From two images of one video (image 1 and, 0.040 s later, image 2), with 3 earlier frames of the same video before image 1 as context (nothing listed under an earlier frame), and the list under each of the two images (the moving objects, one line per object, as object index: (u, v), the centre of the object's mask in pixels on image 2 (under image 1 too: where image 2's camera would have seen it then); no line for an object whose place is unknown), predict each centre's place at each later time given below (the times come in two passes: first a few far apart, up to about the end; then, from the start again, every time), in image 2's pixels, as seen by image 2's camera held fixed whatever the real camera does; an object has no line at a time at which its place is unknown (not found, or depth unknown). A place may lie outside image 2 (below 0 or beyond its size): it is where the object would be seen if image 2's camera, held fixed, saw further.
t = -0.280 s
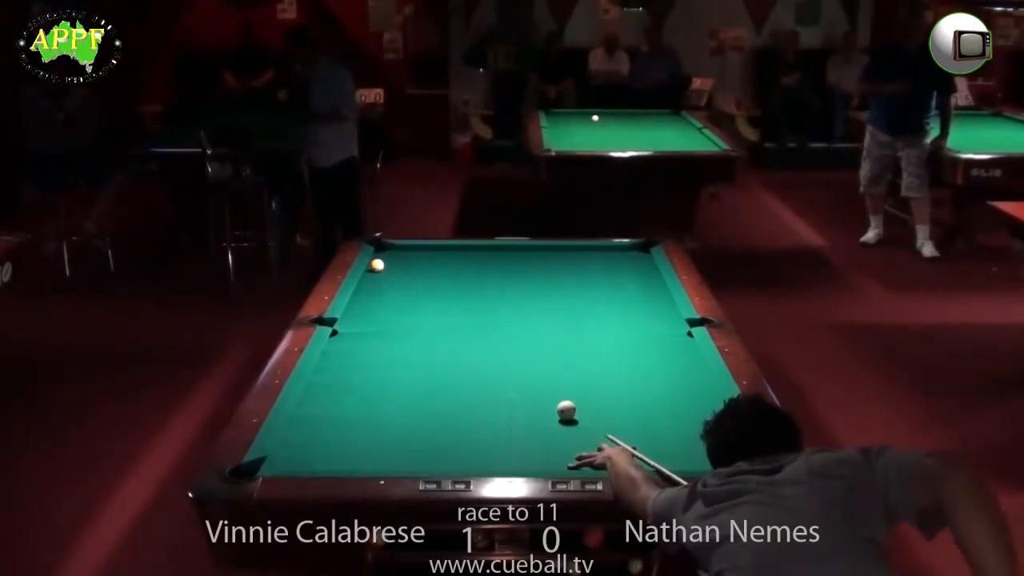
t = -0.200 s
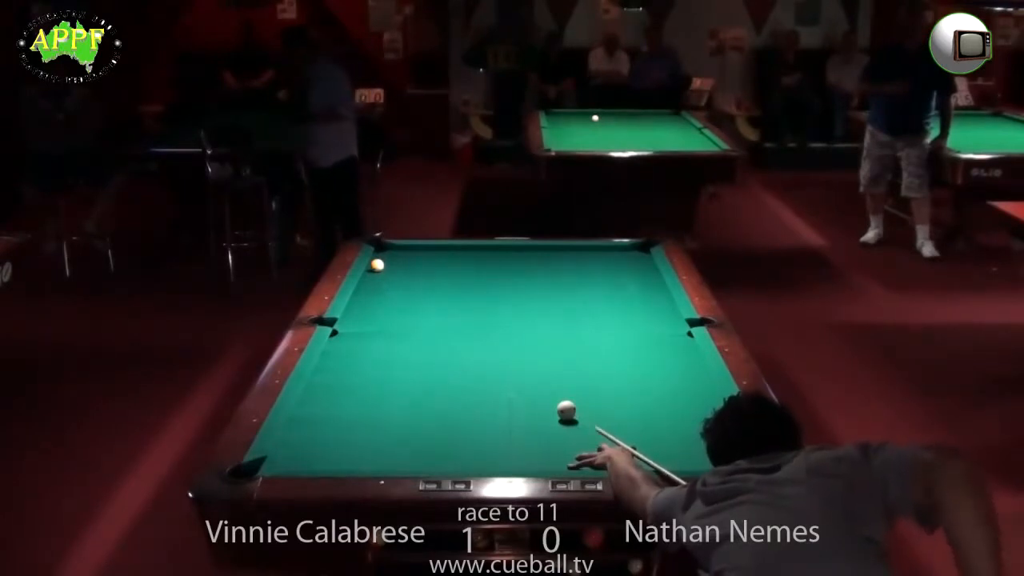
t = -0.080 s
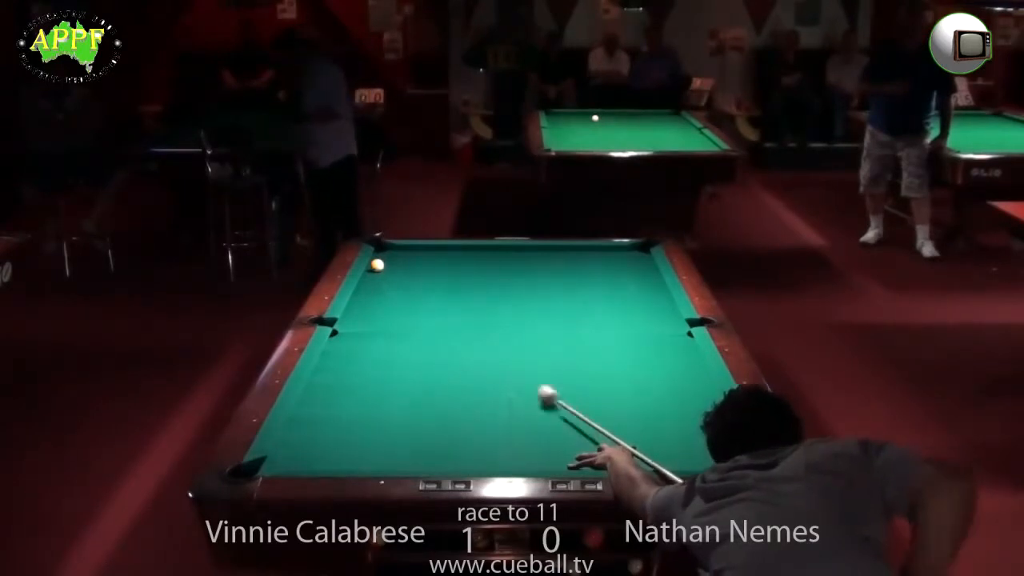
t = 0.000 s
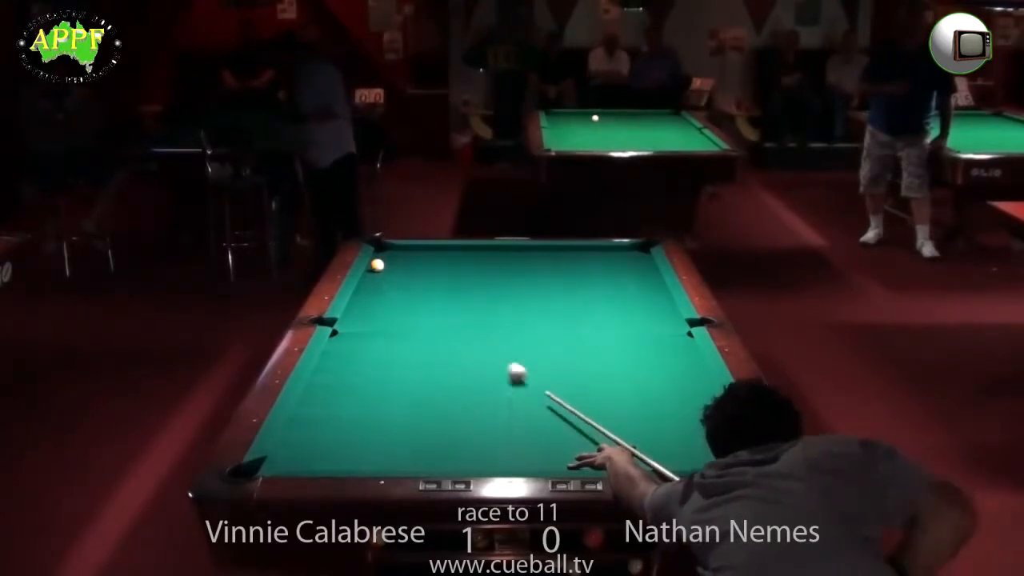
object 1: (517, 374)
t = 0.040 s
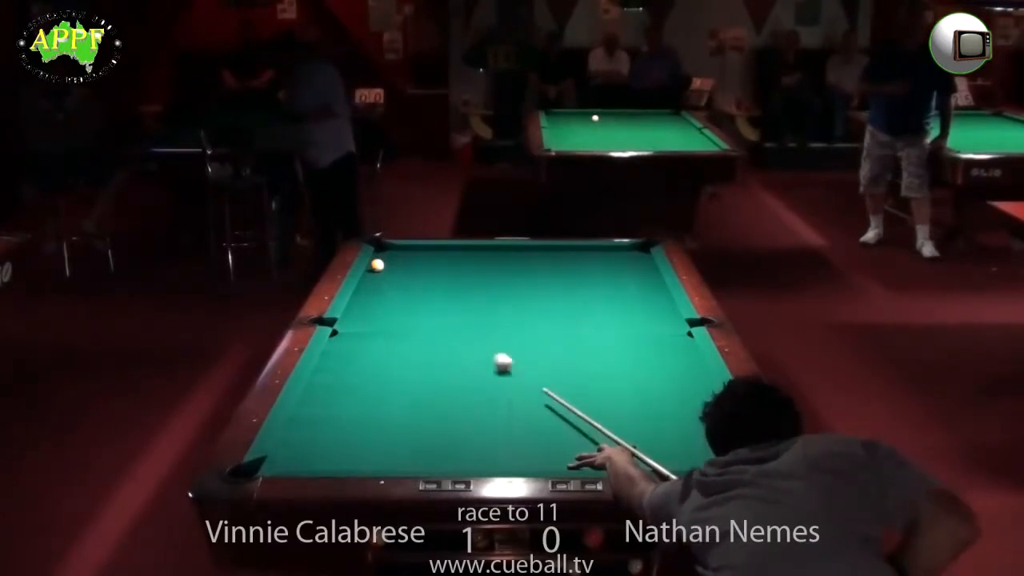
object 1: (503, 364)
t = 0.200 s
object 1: (457, 330)
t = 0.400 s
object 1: (411, 296)
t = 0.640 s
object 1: (375, 269)
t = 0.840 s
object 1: (406, 267)
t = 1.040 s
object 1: (429, 263)
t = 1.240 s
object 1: (450, 258)
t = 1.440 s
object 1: (470, 254)
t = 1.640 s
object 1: (490, 250)
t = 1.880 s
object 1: (510, 248)
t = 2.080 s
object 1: (523, 249)
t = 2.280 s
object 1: (535, 251)
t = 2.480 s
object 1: (546, 253)
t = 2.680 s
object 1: (557, 254)
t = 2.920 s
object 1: (570, 256)
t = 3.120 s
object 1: (580, 258)
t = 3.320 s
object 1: (589, 259)
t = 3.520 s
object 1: (597, 260)
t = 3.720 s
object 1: (605, 261)
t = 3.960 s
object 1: (614, 262)
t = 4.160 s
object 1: (621, 263)
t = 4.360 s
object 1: (626, 263)
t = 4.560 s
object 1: (631, 264)
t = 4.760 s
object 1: (635, 264)
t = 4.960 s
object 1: (639, 264)
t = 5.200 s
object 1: (642, 264)
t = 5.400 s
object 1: (644, 264)
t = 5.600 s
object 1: (645, 264)
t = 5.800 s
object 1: (646, 264)
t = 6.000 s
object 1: (646, 264)
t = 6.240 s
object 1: (646, 264)
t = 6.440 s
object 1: (646, 264)
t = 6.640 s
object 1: (646, 264)
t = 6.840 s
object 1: (646, 264)
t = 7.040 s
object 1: (646, 264)
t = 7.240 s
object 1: (646, 264)
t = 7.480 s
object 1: (646, 264)
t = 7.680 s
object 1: (646, 264)
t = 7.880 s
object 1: (646, 264)
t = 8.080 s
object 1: (646, 264)
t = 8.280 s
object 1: (646, 264)
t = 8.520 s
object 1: (646, 264)
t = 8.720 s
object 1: (646, 264)
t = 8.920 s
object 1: (646, 264)
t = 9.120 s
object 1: (646, 264)
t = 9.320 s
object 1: (646, 264)
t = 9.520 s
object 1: (646, 264)
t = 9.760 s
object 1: (646, 264)
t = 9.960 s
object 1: (646, 264)
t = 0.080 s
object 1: (490, 354)
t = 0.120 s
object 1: (478, 346)
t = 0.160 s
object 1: (467, 338)
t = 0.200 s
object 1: (457, 330)
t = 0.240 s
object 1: (447, 322)
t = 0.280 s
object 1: (437, 315)
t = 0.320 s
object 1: (428, 309)
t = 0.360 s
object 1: (419, 302)
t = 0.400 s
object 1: (411, 296)
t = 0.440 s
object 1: (403, 290)
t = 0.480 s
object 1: (394, 284)
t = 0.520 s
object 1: (387, 279)
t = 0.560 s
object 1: (380, 274)
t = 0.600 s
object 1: (372, 269)
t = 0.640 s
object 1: (375, 269)
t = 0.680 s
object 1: (382, 268)
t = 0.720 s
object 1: (389, 268)
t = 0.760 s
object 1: (395, 268)
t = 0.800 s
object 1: (400, 268)
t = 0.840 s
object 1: (406, 267)
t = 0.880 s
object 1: (410, 266)
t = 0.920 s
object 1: (415, 265)
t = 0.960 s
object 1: (419, 264)
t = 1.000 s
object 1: (424, 263)
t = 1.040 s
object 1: (429, 263)
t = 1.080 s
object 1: (433, 262)
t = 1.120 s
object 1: (437, 261)
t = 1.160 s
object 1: (442, 260)
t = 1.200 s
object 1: (446, 259)
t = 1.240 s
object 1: (450, 258)
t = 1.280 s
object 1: (454, 258)
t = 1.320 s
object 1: (459, 257)
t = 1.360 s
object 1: (463, 256)
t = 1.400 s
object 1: (467, 255)
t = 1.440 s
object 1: (470, 254)
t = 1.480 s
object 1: (475, 254)
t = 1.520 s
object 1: (478, 253)
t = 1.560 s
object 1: (482, 252)
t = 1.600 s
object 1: (486, 251)
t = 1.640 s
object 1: (490, 250)
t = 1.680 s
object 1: (493, 250)
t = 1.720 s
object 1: (497, 249)
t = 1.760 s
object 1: (501, 248)
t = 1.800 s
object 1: (505, 248)
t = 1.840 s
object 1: (508, 247)
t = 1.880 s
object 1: (510, 248)
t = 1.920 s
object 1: (513, 248)
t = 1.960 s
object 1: (515, 248)
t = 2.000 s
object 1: (518, 249)
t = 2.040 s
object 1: (520, 249)
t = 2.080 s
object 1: (523, 249)
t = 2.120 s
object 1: (525, 250)
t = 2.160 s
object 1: (528, 250)
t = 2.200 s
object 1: (530, 250)
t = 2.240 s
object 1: (532, 251)
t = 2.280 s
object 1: (535, 251)
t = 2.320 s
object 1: (537, 251)
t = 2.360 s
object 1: (539, 252)
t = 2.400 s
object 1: (542, 252)
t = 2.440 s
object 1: (544, 252)
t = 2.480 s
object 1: (546, 253)
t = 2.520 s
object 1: (549, 253)
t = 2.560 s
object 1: (551, 253)
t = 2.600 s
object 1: (553, 254)
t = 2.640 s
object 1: (555, 254)
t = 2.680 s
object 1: (557, 254)
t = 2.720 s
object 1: (559, 255)
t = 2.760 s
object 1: (562, 255)
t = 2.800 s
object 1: (564, 255)
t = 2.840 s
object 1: (566, 255)
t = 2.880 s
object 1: (568, 256)
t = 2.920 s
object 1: (570, 256)
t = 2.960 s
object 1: (572, 256)
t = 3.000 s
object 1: (574, 257)
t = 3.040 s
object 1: (576, 257)
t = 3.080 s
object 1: (578, 257)
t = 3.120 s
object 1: (580, 258)
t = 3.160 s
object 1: (582, 258)
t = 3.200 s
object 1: (583, 258)
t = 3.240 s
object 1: (585, 258)
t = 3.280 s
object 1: (587, 258)
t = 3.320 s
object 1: (589, 259)
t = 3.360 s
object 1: (590, 259)
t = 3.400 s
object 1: (592, 259)
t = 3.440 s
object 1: (594, 259)
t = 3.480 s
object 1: (596, 260)
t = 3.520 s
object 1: (597, 260)
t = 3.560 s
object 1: (599, 260)
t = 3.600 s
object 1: (601, 260)
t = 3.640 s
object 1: (602, 260)
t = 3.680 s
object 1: (604, 261)
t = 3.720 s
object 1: (605, 261)
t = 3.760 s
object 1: (607, 261)
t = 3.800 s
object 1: (608, 261)
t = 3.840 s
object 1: (610, 261)
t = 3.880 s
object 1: (611, 261)
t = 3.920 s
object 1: (613, 262)
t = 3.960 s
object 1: (614, 262)
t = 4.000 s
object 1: (616, 262)
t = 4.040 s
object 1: (617, 262)
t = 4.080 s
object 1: (619, 262)
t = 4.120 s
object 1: (620, 263)
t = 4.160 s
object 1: (621, 263)
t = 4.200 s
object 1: (622, 263)
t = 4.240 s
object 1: (623, 263)
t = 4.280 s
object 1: (624, 263)
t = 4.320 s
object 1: (626, 263)
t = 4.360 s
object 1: (626, 263)
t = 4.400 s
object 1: (628, 263)
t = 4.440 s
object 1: (629, 263)
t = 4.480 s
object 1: (630, 263)
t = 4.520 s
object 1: (631, 264)
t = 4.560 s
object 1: (631, 264)
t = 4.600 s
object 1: (632, 264)
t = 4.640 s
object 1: (633, 264)
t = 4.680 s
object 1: (634, 264)
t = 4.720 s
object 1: (635, 264)
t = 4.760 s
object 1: (635, 264)
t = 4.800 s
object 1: (636, 264)
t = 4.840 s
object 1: (637, 264)
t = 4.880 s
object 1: (638, 264)
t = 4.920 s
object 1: (638, 264)
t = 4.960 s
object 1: (639, 264)
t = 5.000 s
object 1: (640, 264)
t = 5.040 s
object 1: (640, 264)
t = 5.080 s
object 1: (640, 264)
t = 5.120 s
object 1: (641, 264)
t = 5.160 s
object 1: (641, 264)
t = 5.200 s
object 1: (642, 264)
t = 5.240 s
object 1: (642, 264)
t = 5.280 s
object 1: (643, 264)
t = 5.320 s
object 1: (643, 264)
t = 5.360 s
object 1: (643, 264)
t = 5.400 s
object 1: (644, 264)
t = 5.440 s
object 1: (644, 264)
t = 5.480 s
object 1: (644, 264)
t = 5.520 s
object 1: (644, 264)
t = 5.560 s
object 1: (645, 264)
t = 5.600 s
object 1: (645, 264)
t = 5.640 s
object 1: (645, 264)
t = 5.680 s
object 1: (645, 264)
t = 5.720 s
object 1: (645, 264)
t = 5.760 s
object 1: (645, 264)
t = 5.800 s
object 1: (646, 264)
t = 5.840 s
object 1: (646, 264)
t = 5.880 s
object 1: (646, 264)
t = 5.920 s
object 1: (646, 264)
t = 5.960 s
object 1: (646, 264)
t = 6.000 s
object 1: (646, 264)
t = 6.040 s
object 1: (646, 264)
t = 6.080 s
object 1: (646, 264)
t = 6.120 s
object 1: (646, 264)
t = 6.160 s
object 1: (646, 264)
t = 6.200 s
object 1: (646, 264)
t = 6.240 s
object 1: (646, 264)
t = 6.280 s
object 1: (646, 264)
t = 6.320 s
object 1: (646, 264)
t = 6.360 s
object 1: (646, 264)
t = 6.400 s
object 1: (646, 264)
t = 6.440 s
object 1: (646, 264)
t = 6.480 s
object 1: (646, 264)
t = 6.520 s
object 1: (646, 264)
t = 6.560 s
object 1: (646, 264)
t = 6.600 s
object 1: (646, 264)
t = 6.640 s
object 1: (646, 264)
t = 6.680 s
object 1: (646, 264)
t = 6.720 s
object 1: (646, 264)
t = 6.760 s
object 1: (646, 264)
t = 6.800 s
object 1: (646, 264)
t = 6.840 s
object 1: (646, 264)
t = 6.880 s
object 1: (646, 264)
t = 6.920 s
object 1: (646, 264)
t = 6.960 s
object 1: (646, 264)
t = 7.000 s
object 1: (646, 264)
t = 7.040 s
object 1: (646, 264)
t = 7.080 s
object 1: (646, 264)
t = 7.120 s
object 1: (646, 264)
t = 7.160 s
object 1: (646, 264)
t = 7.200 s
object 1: (646, 264)
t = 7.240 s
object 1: (646, 264)
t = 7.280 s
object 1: (646, 264)
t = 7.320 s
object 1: (646, 264)
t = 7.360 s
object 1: (646, 264)
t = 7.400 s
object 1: (646, 264)
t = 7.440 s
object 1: (646, 264)
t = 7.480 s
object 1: (646, 264)
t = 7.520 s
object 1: (646, 264)
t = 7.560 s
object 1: (646, 264)
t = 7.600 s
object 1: (646, 264)
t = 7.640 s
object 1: (646, 264)
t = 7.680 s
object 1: (646, 264)
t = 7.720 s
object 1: (646, 264)
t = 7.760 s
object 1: (646, 264)
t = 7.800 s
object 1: (646, 264)
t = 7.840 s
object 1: (646, 264)
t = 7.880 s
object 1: (646, 264)
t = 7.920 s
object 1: (646, 264)
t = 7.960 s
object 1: (646, 264)
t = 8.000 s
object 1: (646, 264)
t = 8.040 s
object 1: (646, 264)
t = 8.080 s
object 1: (646, 264)
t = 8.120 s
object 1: (646, 264)
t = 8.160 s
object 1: (646, 264)
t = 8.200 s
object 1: (646, 264)
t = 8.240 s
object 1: (646, 264)
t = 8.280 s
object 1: (646, 264)
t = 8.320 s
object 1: (646, 264)
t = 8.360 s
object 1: (646, 264)
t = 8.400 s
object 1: (646, 264)
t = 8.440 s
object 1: (646, 264)
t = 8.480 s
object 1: (646, 264)
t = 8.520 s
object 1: (646, 264)
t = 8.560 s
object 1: (646, 264)
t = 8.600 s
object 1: (646, 264)
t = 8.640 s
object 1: (646, 264)
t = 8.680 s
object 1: (646, 264)
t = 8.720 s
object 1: (646, 264)
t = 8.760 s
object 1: (646, 264)
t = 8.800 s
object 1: (646, 264)
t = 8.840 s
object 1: (646, 264)
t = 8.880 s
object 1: (646, 264)
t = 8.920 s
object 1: (646, 264)
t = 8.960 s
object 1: (646, 264)
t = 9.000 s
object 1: (646, 264)
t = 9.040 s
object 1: (646, 264)
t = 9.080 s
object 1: (646, 264)
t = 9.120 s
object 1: (646, 264)
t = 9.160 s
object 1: (646, 264)
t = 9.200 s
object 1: (646, 264)
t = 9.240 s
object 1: (646, 264)
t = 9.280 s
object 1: (646, 264)
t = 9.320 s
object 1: (646, 264)
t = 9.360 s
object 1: (646, 264)
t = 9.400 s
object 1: (646, 264)
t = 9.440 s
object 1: (646, 264)
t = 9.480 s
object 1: (646, 264)
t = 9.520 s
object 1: (646, 264)
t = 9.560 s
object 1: (646, 264)
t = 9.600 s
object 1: (646, 264)
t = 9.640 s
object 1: (646, 264)
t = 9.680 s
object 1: (646, 264)
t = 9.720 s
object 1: (646, 264)
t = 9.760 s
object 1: (646, 264)
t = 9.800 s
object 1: (646, 264)
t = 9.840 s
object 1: (646, 264)
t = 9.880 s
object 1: (646, 264)
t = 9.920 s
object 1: (646, 264)
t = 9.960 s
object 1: (646, 264)
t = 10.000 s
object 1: (646, 264)
